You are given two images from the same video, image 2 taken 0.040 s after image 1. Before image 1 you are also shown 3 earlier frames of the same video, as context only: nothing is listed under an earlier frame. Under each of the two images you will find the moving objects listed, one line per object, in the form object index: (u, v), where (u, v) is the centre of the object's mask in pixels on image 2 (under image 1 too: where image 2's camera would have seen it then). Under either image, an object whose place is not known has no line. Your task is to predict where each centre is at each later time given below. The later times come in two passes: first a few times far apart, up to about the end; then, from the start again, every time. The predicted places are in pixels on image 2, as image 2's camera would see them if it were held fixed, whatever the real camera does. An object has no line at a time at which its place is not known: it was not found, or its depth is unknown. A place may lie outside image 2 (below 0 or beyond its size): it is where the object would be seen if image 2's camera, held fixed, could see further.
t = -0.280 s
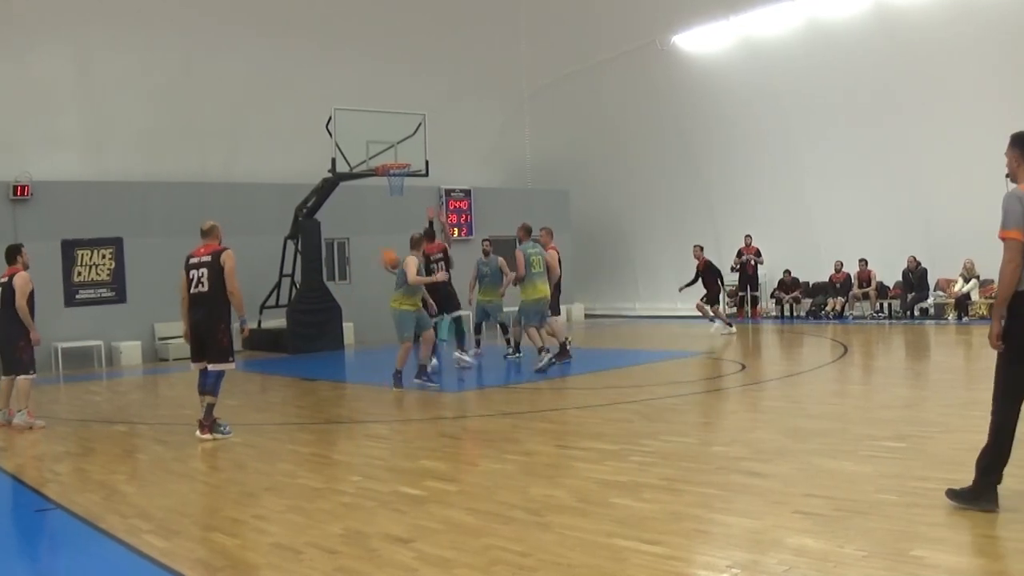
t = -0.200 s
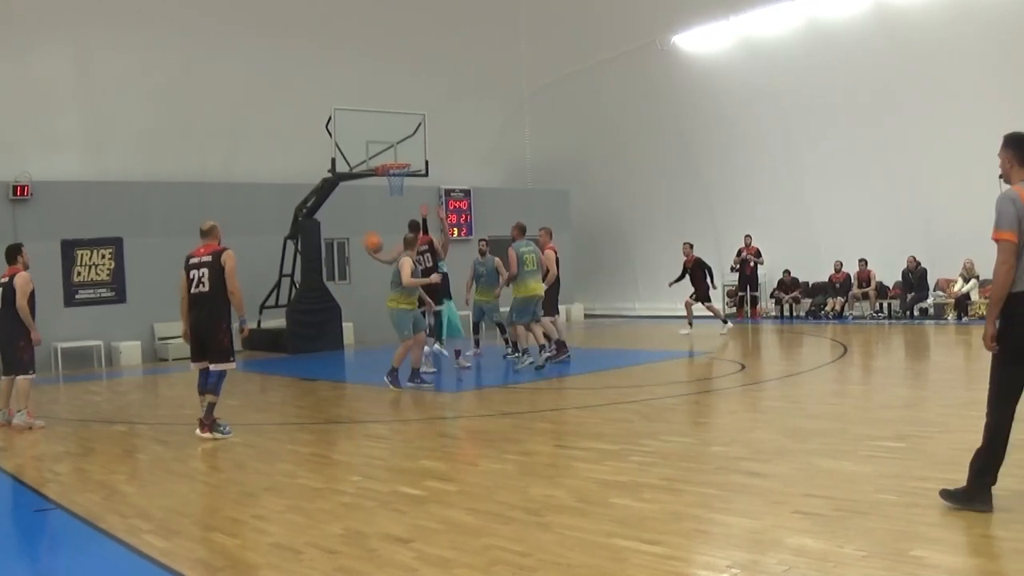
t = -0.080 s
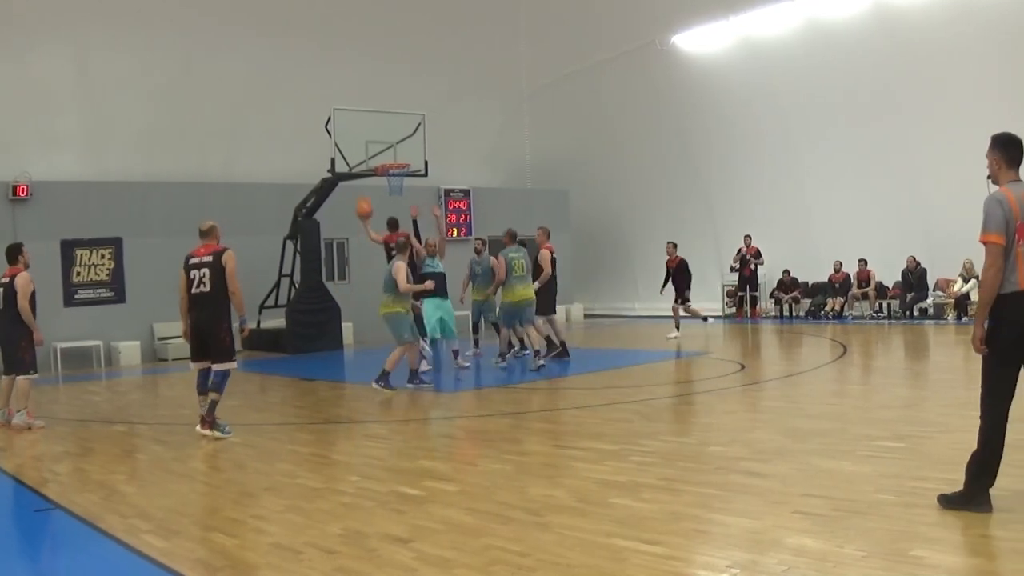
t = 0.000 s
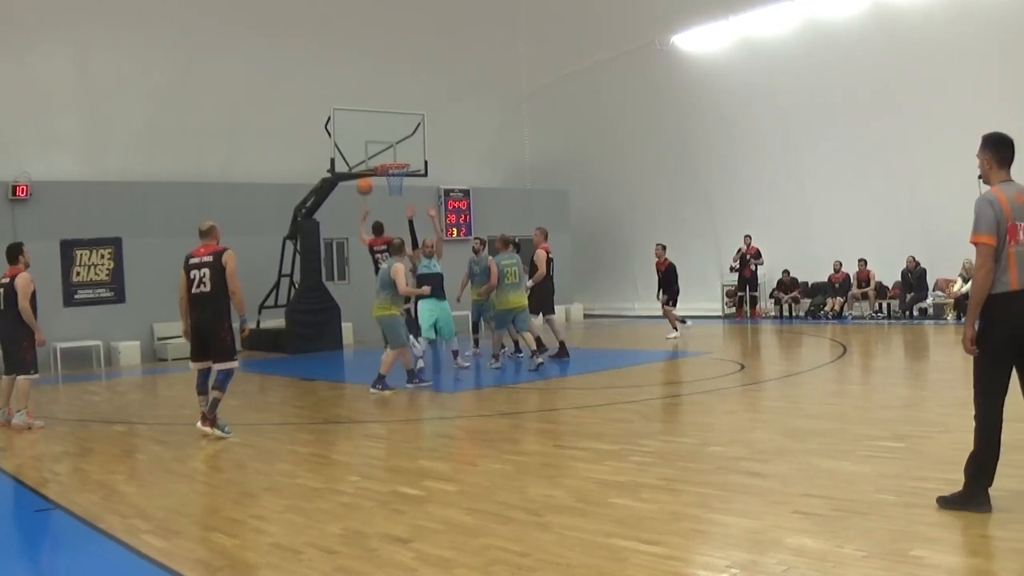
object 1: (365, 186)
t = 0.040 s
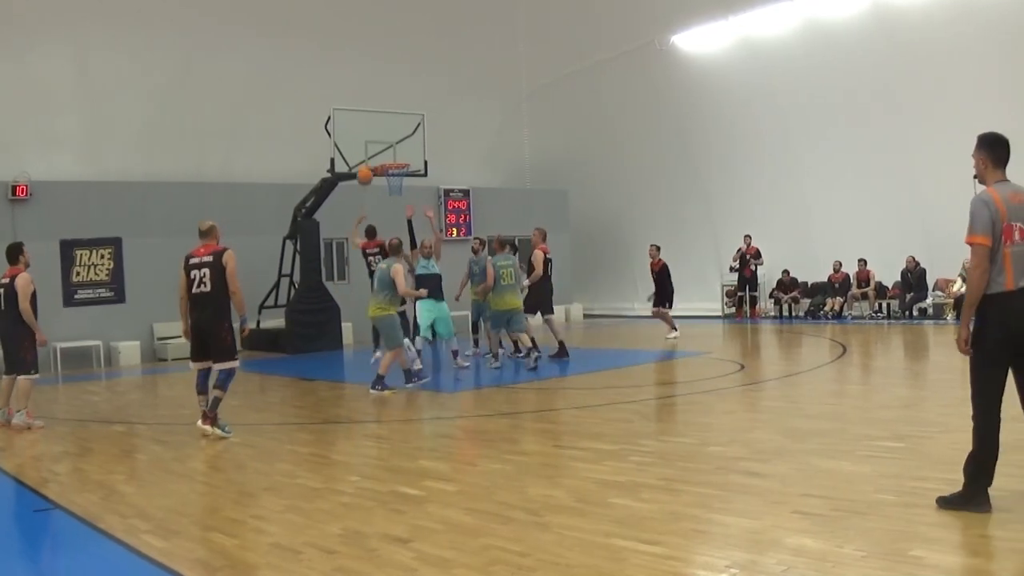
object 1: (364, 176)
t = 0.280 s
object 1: (366, 141)
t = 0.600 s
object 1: (378, 145)
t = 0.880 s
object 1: (399, 152)
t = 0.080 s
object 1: (364, 165)
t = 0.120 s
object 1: (365, 159)
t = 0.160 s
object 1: (365, 152)
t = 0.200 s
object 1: (365, 148)
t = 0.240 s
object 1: (366, 144)
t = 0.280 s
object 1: (366, 141)
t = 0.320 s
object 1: (366, 138)
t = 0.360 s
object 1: (367, 138)
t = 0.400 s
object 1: (367, 138)
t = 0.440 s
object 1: (368, 139)
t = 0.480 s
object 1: (368, 142)
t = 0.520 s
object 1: (371, 142)
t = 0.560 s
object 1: (375, 143)
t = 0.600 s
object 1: (378, 145)
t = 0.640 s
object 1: (382, 148)
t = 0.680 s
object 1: (386, 152)
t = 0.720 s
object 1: (390, 156)
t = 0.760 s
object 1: (392, 153)
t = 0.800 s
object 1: (394, 152)
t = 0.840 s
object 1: (397, 152)
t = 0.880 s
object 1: (399, 152)
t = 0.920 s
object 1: (402, 153)
